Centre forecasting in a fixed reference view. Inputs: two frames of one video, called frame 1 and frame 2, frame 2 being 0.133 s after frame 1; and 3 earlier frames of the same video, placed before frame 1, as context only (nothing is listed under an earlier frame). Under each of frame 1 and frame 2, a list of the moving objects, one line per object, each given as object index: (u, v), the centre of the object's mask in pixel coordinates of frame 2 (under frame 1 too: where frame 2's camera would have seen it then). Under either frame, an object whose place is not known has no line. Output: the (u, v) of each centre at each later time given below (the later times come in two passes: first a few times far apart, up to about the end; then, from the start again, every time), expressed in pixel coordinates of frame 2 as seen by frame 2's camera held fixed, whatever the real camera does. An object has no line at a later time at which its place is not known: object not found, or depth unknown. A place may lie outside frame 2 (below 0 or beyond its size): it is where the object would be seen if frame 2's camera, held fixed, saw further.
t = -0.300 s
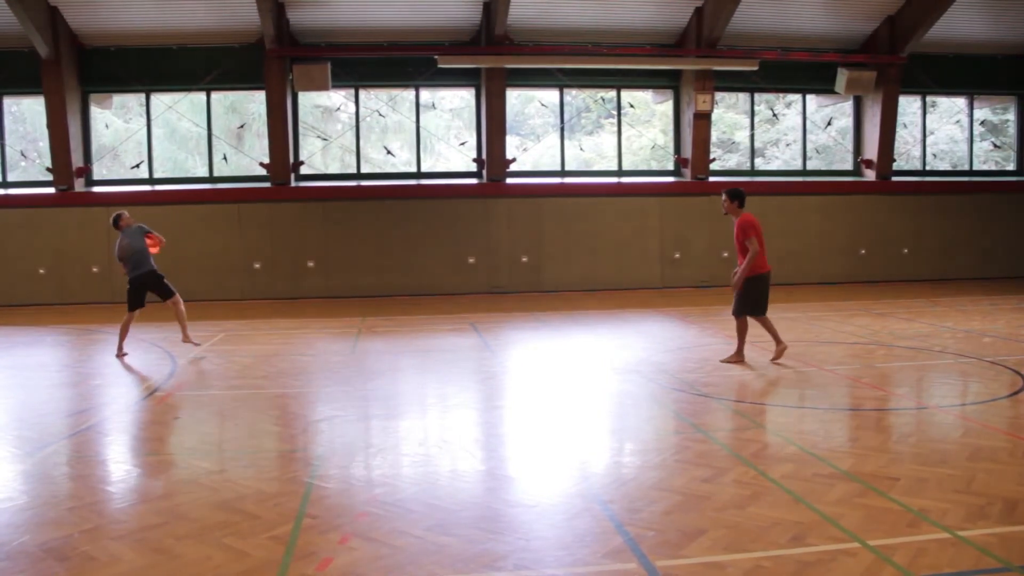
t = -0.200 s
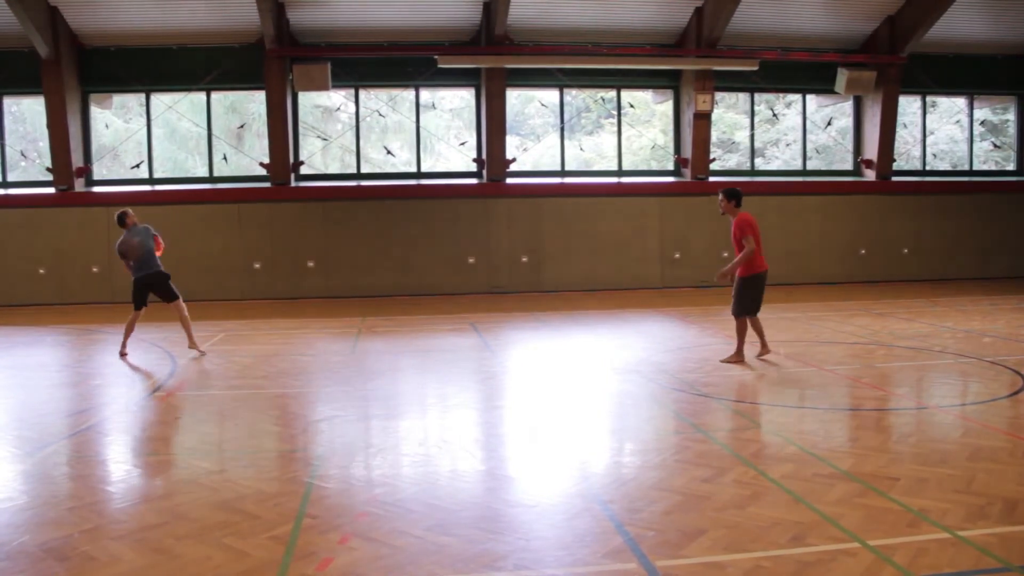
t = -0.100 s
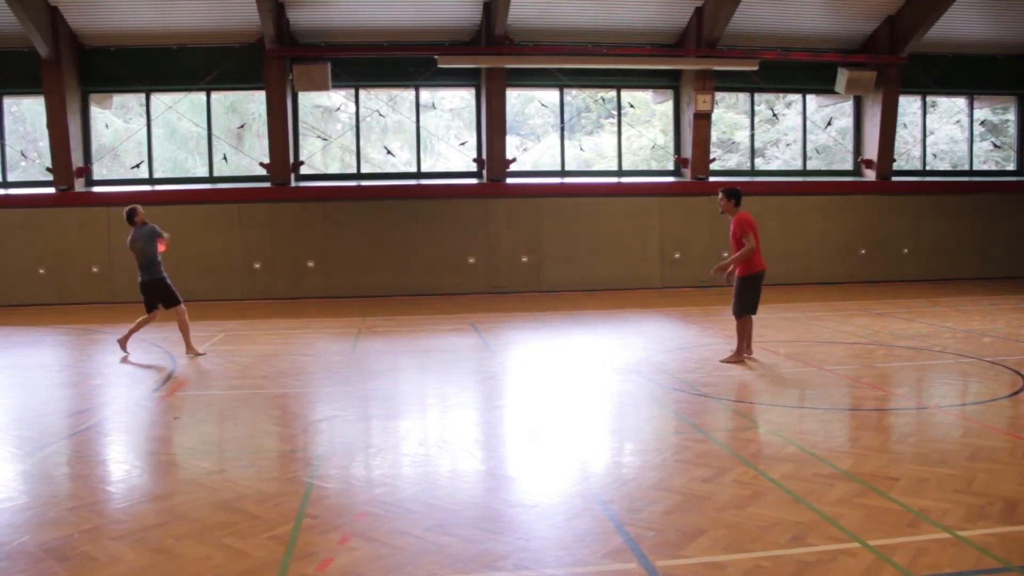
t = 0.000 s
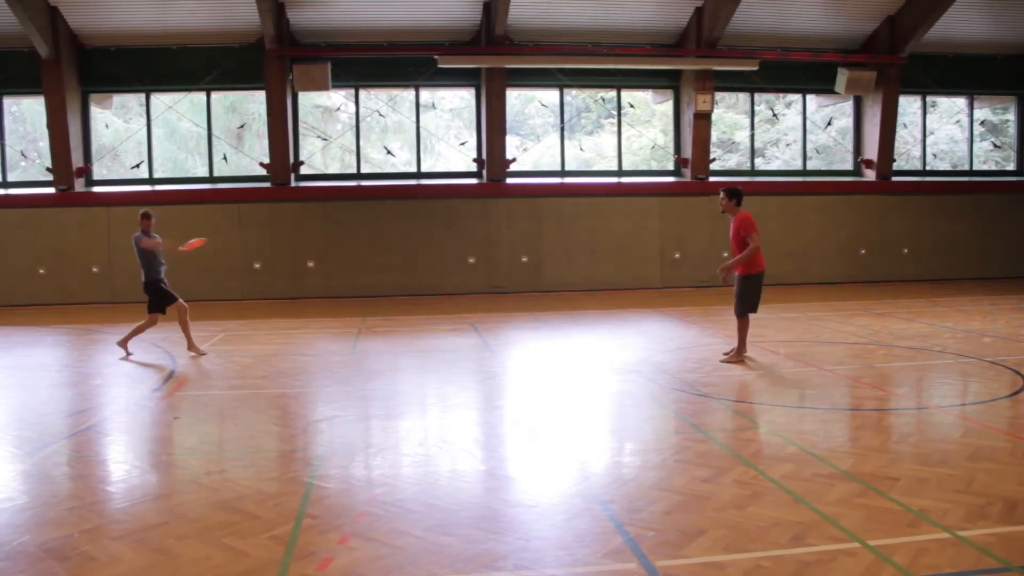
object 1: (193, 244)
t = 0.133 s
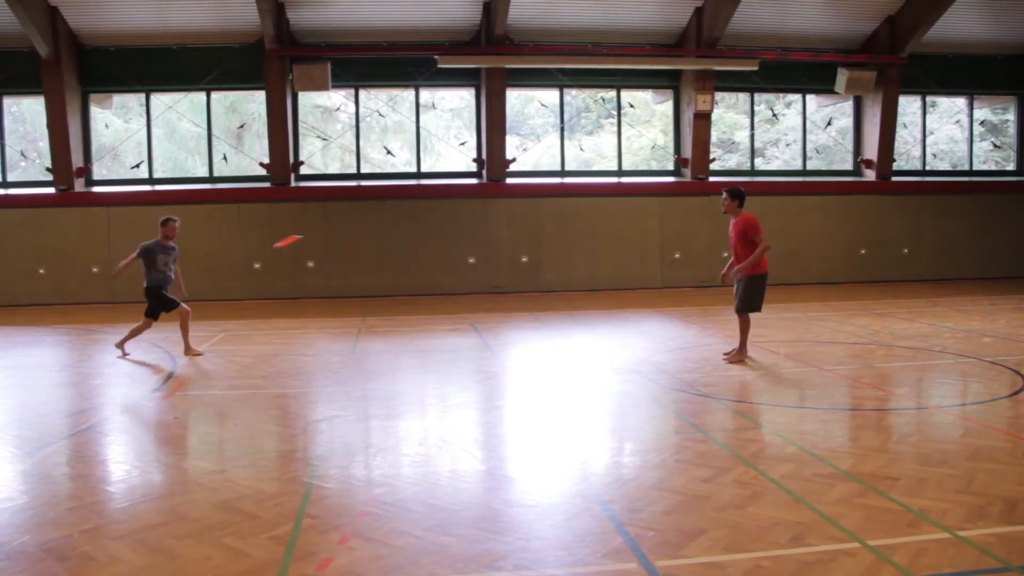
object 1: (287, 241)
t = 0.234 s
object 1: (353, 234)
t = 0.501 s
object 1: (510, 218)
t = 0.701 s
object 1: (613, 215)
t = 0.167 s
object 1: (310, 239)
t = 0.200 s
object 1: (332, 237)
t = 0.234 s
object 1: (353, 234)
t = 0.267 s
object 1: (375, 231)
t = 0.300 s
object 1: (395, 230)
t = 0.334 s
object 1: (415, 228)
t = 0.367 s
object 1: (435, 226)
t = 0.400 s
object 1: (454, 224)
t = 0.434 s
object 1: (472, 222)
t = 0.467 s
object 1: (491, 220)
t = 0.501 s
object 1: (510, 218)
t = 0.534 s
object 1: (528, 217)
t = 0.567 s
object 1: (546, 216)
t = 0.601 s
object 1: (563, 215)
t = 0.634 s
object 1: (580, 215)
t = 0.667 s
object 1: (597, 215)
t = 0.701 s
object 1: (613, 215)
